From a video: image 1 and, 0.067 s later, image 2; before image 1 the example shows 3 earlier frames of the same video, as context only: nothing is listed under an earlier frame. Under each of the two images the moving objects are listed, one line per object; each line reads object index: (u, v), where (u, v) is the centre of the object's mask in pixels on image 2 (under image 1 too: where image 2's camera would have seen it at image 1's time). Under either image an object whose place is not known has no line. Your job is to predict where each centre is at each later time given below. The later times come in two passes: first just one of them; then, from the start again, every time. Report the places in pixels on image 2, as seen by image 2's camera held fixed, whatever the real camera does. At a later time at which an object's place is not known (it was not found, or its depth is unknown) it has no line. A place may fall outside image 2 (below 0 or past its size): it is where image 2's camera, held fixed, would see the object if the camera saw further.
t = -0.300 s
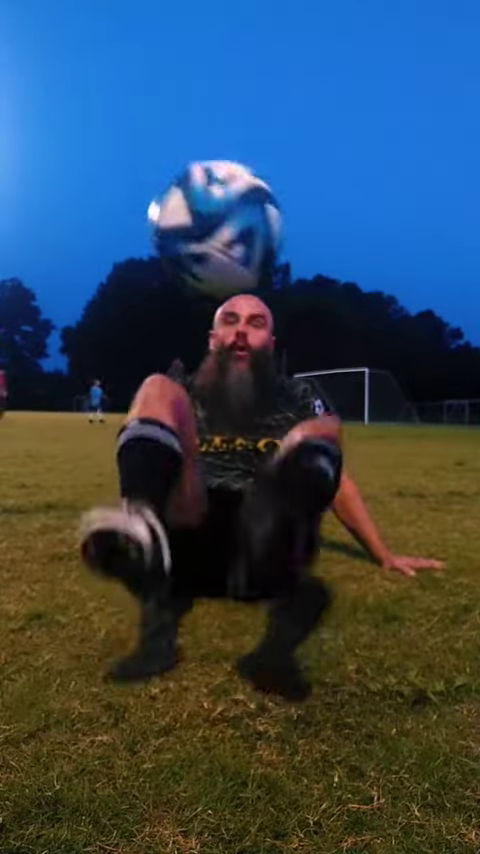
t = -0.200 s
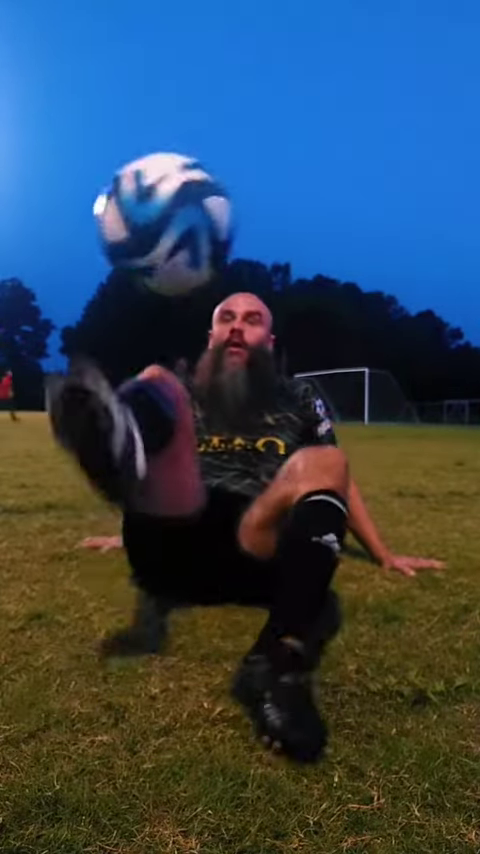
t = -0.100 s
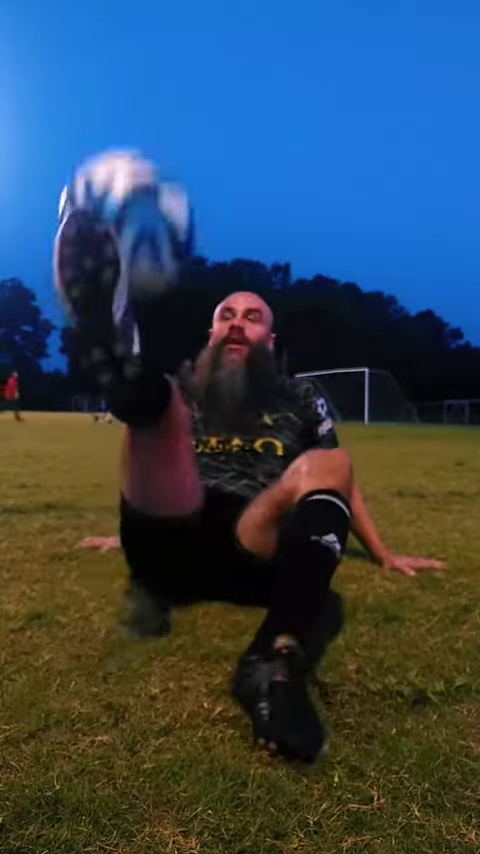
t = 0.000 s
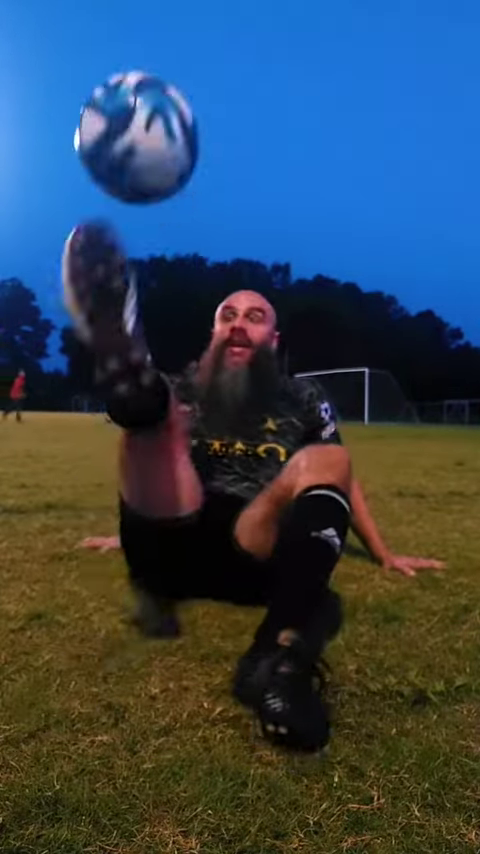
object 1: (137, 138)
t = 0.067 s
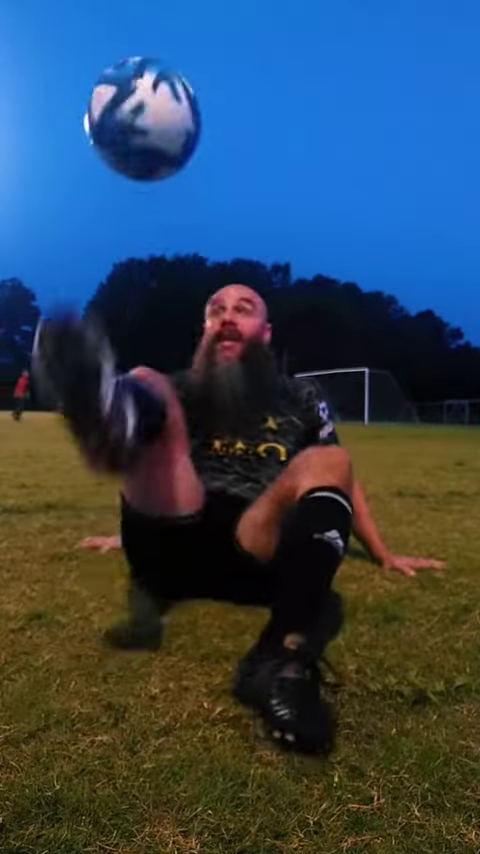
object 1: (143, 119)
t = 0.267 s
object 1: (155, 185)
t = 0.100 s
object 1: (145, 120)
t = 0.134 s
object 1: (148, 124)
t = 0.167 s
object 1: (150, 133)
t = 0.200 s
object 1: (152, 146)
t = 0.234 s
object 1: (153, 164)
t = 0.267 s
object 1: (155, 185)
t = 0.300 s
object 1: (155, 210)
